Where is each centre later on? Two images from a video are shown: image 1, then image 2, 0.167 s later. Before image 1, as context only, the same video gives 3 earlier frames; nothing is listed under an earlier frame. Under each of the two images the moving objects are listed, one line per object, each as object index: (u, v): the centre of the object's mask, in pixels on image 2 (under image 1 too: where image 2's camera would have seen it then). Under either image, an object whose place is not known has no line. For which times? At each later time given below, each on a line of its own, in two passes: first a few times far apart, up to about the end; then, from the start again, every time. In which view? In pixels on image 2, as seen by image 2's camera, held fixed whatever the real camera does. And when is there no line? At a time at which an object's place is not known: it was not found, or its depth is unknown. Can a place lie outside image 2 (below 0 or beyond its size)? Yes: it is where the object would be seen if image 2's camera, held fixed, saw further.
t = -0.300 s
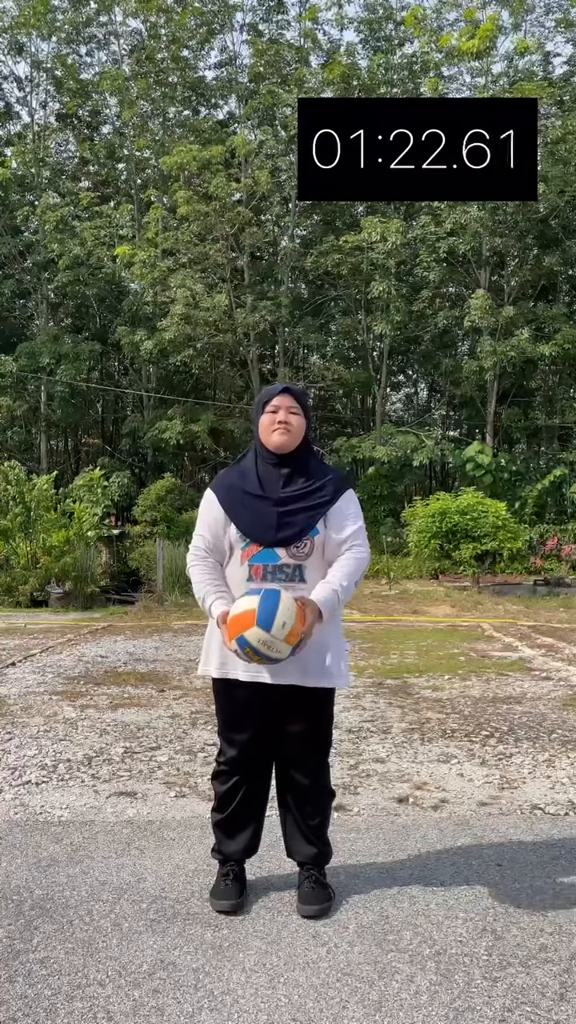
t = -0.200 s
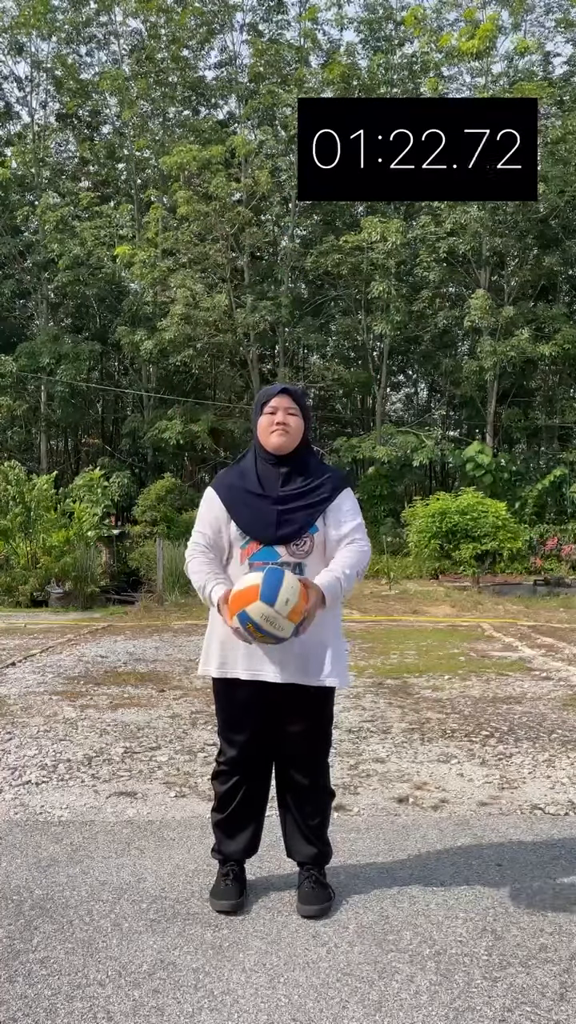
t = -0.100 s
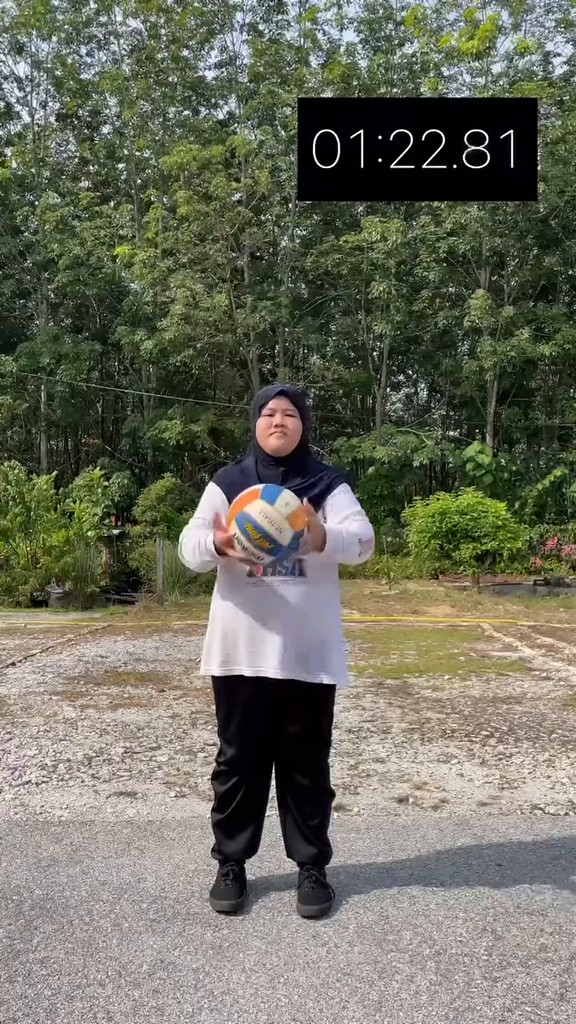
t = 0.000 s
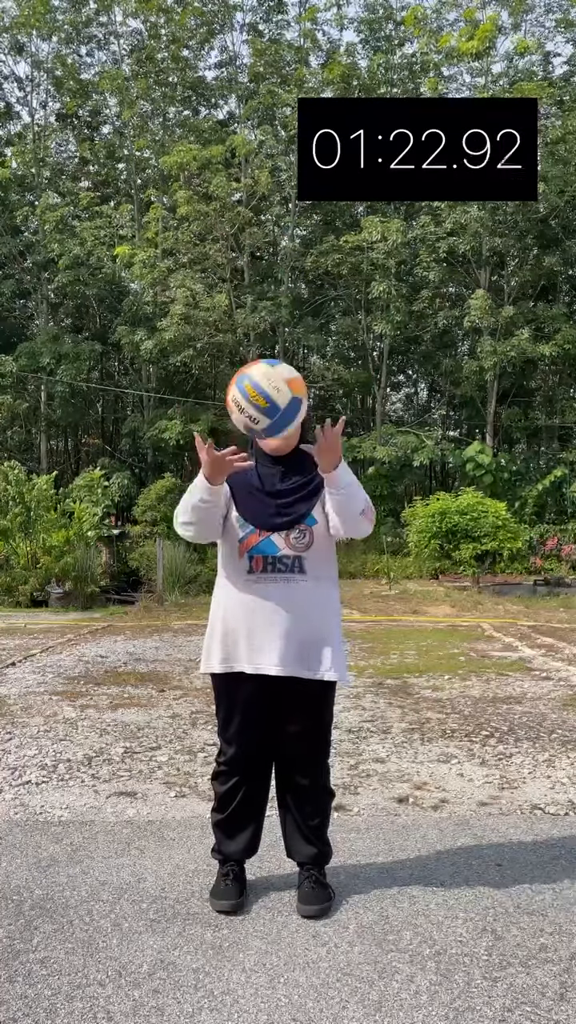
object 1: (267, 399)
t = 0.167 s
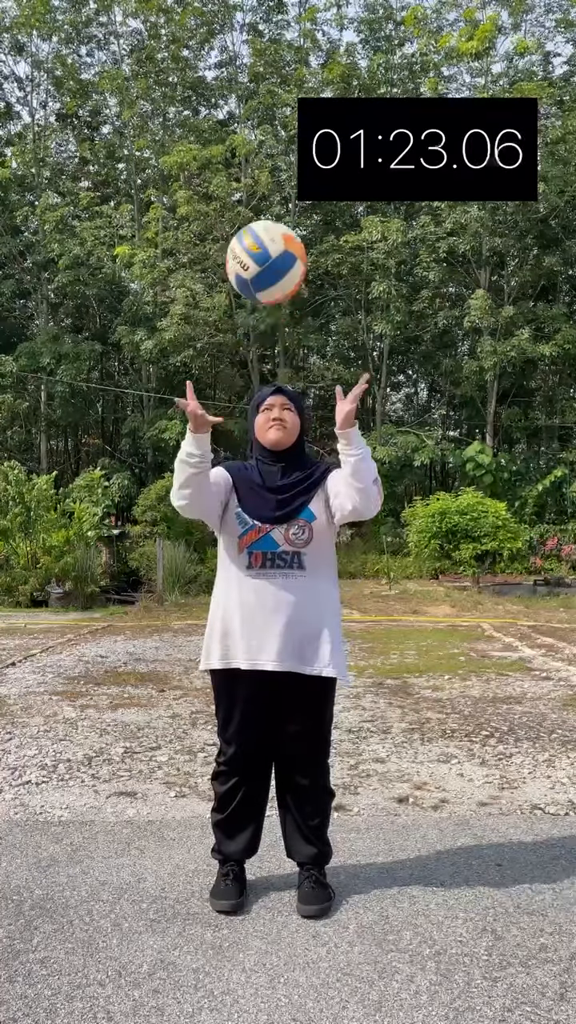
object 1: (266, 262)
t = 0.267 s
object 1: (265, 231)
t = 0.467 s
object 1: (264, 254)
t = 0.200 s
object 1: (266, 246)
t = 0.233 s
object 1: (266, 235)
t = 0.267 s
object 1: (265, 231)
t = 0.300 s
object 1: (265, 226)
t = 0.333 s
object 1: (265, 224)
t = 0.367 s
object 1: (265, 226)
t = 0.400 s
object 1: (264, 231)
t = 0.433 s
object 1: (264, 241)
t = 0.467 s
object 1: (264, 254)
